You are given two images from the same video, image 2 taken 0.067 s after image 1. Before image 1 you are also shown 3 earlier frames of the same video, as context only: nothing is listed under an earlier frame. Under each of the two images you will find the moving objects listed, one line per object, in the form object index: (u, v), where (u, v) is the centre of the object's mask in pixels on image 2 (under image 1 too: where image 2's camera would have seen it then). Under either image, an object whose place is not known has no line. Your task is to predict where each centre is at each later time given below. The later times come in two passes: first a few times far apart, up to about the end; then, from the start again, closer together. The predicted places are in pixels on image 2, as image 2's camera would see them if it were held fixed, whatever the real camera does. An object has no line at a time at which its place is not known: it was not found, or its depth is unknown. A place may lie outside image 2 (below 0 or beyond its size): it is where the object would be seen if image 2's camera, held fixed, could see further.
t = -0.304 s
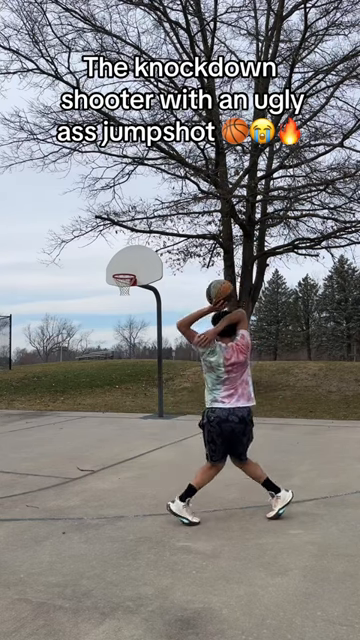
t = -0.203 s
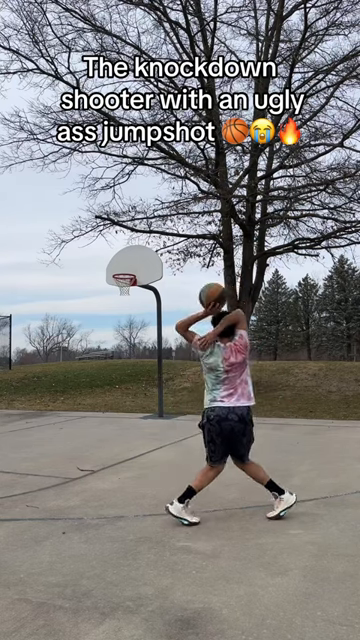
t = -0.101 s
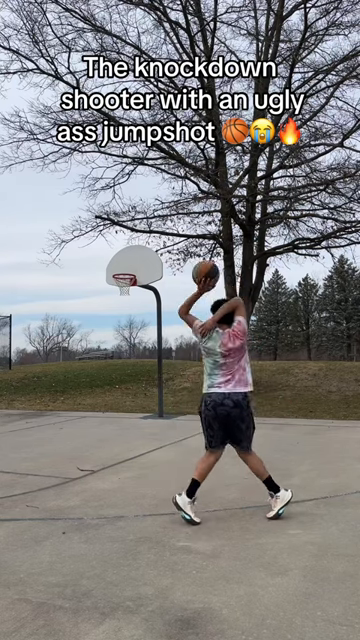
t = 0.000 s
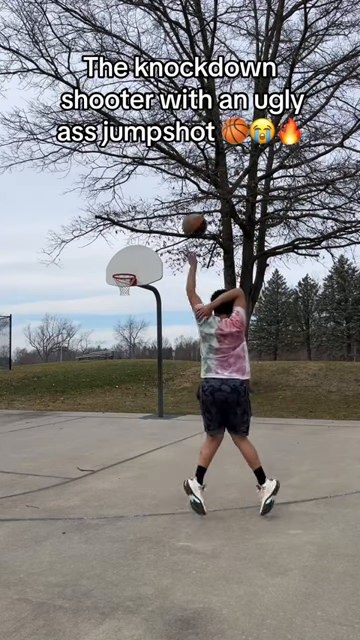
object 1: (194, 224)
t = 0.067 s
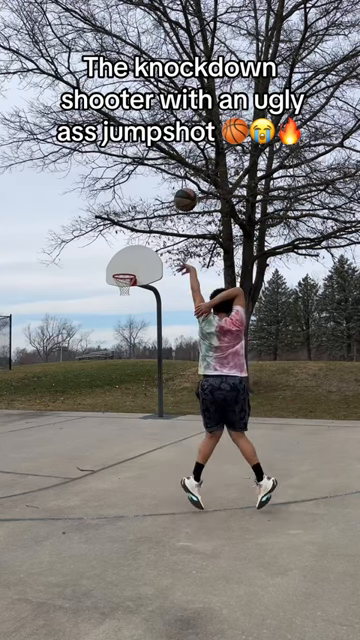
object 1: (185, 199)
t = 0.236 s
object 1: (168, 164)
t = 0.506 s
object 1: (149, 162)
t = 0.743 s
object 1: (137, 192)
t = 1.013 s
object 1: (127, 256)
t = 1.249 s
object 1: (121, 280)
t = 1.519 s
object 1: (122, 294)
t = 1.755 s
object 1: (125, 324)
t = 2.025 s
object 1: (127, 384)
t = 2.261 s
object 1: (131, 387)
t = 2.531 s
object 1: (131, 358)
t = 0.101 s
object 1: (181, 189)
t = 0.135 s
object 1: (177, 181)
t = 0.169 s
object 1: (174, 174)
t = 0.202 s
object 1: (171, 169)
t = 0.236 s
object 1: (168, 164)
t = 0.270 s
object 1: (166, 161)
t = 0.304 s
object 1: (163, 158)
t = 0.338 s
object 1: (160, 157)
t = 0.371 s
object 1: (158, 157)
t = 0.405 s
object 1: (155, 157)
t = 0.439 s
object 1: (153, 158)
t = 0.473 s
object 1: (151, 159)
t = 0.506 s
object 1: (149, 162)
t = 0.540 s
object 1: (147, 165)
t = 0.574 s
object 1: (145, 168)
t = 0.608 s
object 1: (143, 172)
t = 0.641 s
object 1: (142, 176)
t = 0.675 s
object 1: (140, 181)
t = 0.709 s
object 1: (139, 186)
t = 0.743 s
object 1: (137, 192)
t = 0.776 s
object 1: (136, 198)
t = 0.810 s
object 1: (135, 204)
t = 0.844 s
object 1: (133, 210)
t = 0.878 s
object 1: (131, 224)
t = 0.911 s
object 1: (130, 233)
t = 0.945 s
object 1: (129, 240)
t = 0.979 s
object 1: (128, 248)
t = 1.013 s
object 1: (127, 256)
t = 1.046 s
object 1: (126, 264)
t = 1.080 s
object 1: (125, 273)
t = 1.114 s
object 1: (123, 278)
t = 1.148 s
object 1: (122, 281)
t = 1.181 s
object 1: (121, 282)
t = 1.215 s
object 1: (121, 280)
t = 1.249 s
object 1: (121, 280)
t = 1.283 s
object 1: (120, 281)
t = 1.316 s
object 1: (121, 283)
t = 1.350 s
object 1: (121, 284)
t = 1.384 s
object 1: (121, 285)
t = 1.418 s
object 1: (121, 287)
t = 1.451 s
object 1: (121, 289)
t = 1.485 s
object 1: (122, 291)
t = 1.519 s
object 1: (122, 294)
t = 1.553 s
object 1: (123, 296)
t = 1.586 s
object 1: (123, 300)
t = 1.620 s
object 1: (123, 303)
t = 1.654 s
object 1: (124, 308)
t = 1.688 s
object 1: (124, 313)
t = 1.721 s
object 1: (124, 318)
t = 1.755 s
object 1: (125, 324)
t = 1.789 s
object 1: (125, 330)
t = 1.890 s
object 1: (125, 353)
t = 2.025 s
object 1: (127, 384)
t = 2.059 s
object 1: (128, 394)
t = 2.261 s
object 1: (131, 387)
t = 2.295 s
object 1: (129, 384)
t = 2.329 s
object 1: (127, 377)
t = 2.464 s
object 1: (131, 361)
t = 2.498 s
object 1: (130, 358)
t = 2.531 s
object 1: (131, 358)
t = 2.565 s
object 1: (131, 353)
